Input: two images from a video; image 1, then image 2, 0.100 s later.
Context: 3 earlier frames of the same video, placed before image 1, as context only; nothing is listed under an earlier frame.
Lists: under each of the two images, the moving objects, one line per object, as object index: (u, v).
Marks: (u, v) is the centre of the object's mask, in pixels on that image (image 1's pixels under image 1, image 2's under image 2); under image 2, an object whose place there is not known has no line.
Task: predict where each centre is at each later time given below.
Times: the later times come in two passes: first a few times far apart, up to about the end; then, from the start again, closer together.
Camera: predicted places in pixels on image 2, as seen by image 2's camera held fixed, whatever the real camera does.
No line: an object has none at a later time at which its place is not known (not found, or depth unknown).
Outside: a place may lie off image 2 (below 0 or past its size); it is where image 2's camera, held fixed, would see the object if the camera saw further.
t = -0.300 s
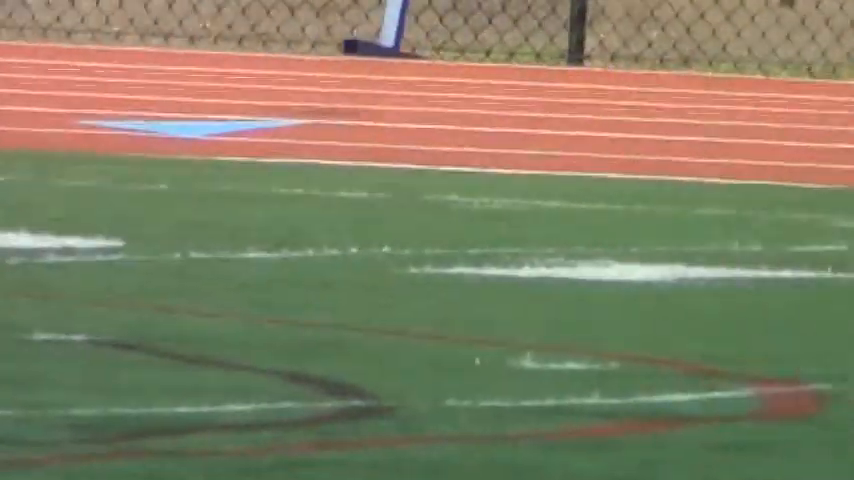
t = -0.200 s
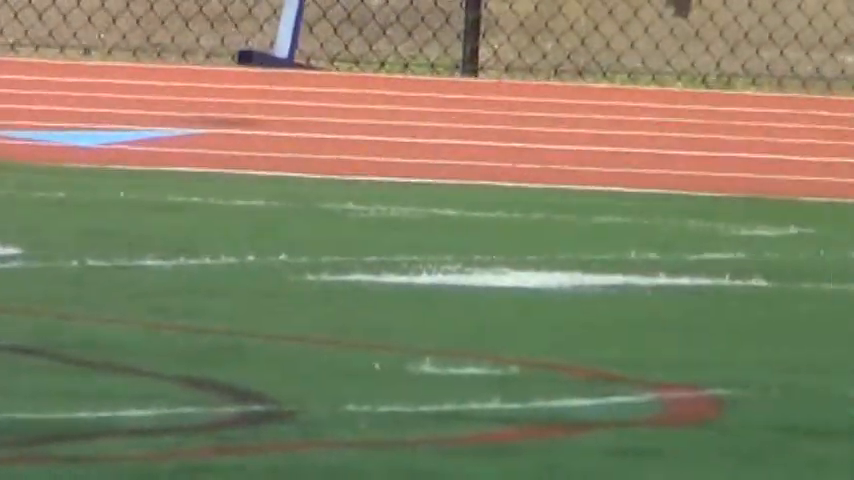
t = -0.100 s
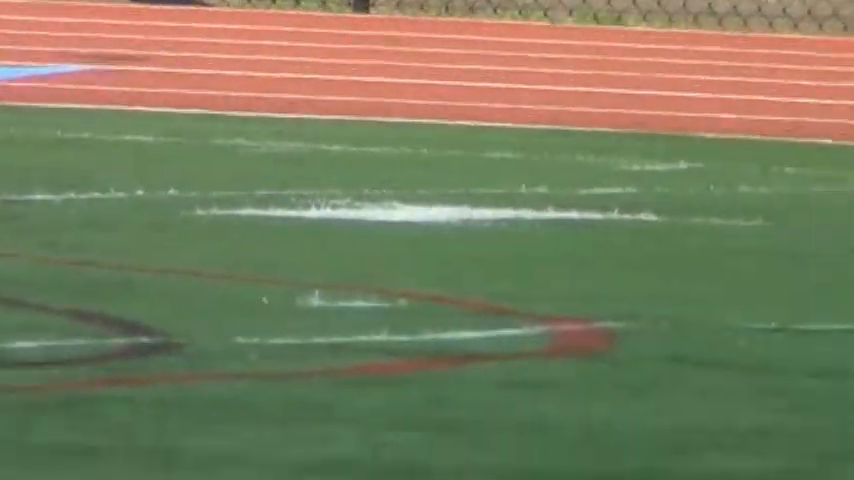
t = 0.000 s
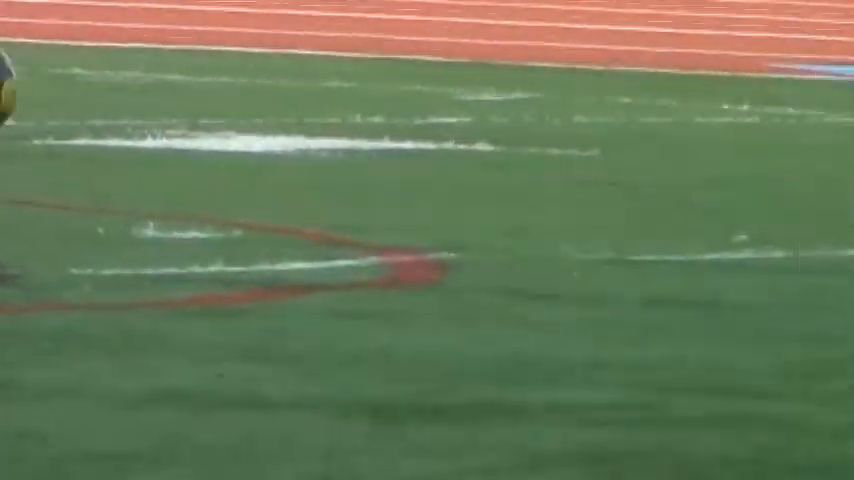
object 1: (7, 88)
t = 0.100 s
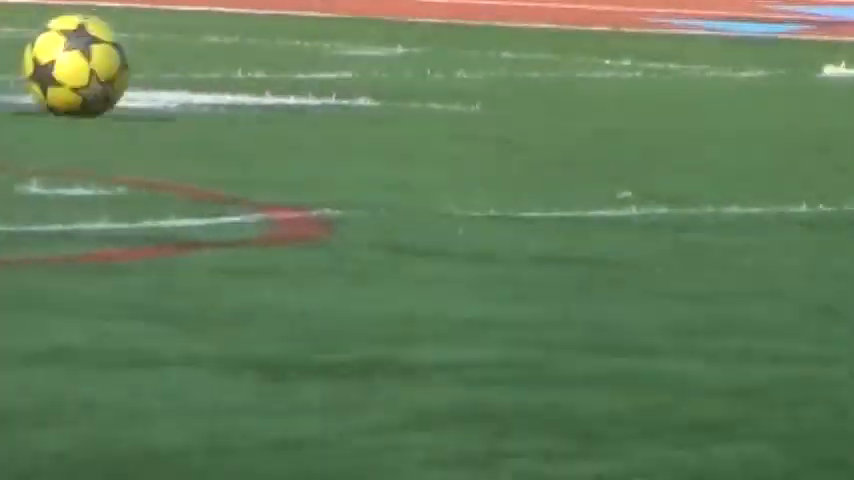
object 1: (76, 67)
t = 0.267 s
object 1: (451, 91)
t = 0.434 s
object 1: (816, 113)
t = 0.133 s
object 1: (153, 67)
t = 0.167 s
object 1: (228, 72)
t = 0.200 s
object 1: (301, 79)
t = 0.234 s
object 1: (376, 85)
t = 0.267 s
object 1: (451, 91)
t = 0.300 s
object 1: (524, 97)
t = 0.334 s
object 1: (596, 102)
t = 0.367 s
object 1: (669, 105)
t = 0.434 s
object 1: (816, 113)
